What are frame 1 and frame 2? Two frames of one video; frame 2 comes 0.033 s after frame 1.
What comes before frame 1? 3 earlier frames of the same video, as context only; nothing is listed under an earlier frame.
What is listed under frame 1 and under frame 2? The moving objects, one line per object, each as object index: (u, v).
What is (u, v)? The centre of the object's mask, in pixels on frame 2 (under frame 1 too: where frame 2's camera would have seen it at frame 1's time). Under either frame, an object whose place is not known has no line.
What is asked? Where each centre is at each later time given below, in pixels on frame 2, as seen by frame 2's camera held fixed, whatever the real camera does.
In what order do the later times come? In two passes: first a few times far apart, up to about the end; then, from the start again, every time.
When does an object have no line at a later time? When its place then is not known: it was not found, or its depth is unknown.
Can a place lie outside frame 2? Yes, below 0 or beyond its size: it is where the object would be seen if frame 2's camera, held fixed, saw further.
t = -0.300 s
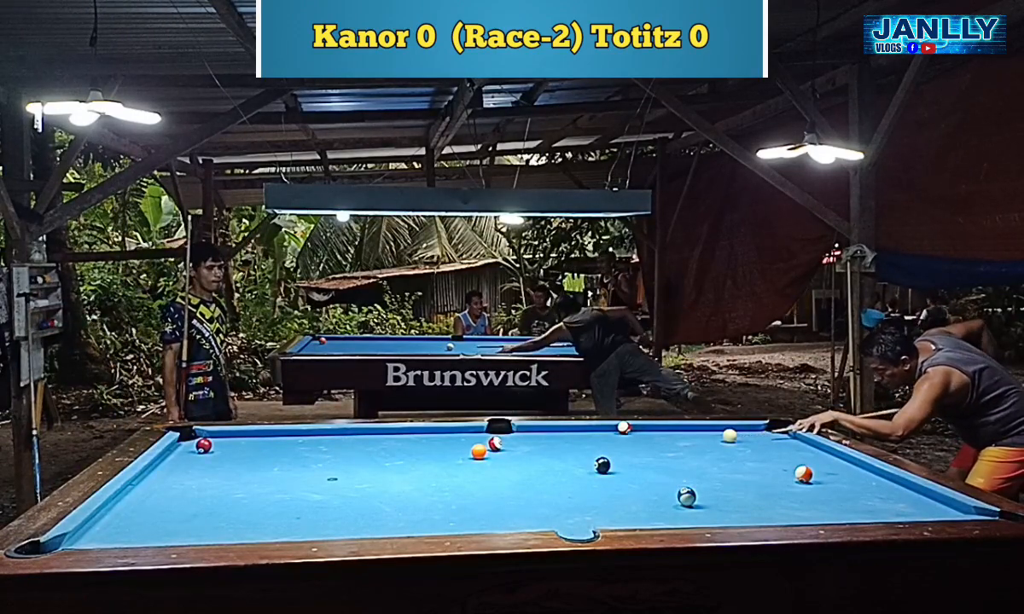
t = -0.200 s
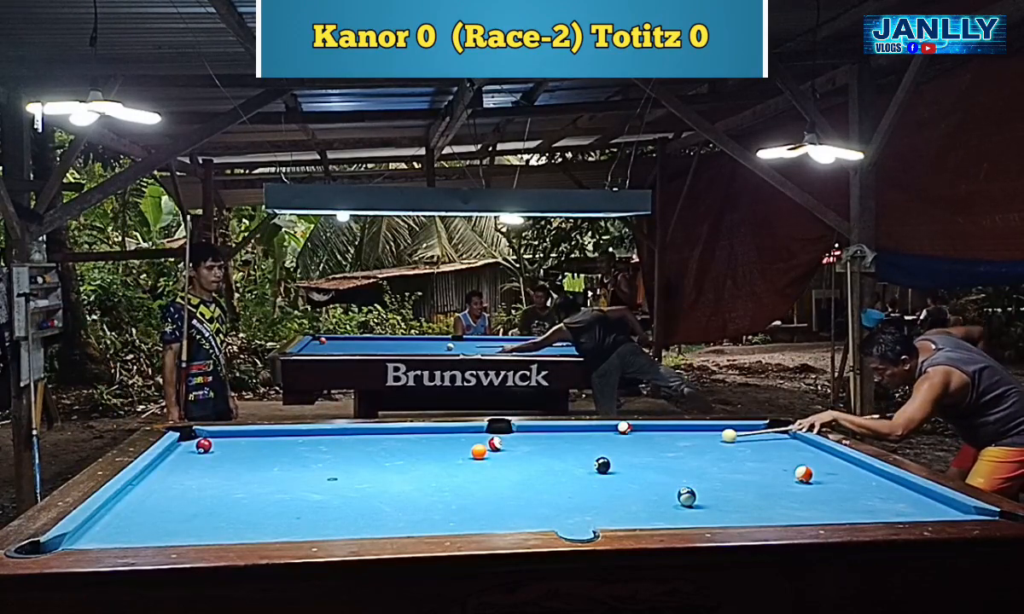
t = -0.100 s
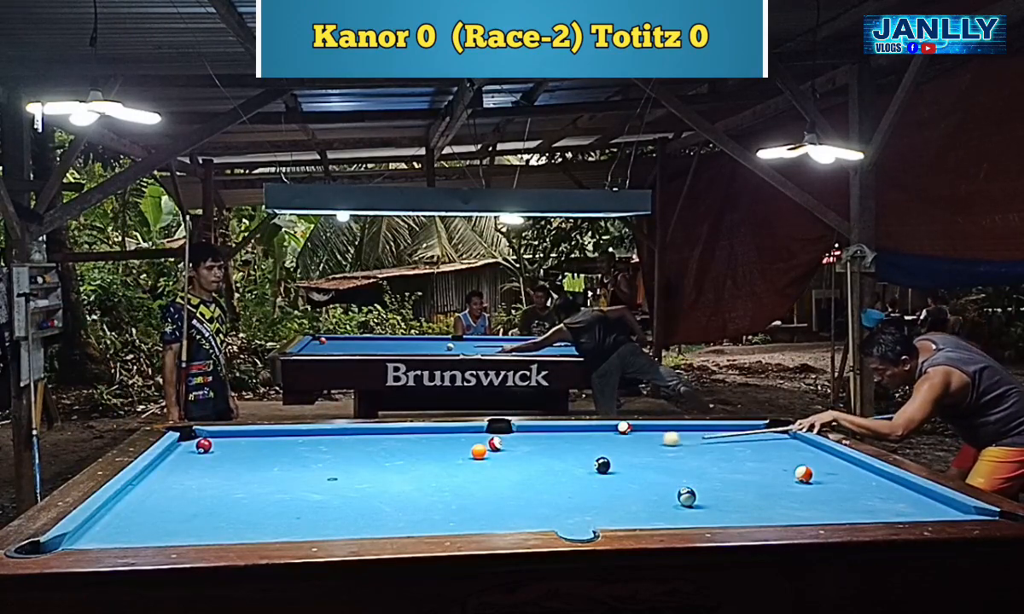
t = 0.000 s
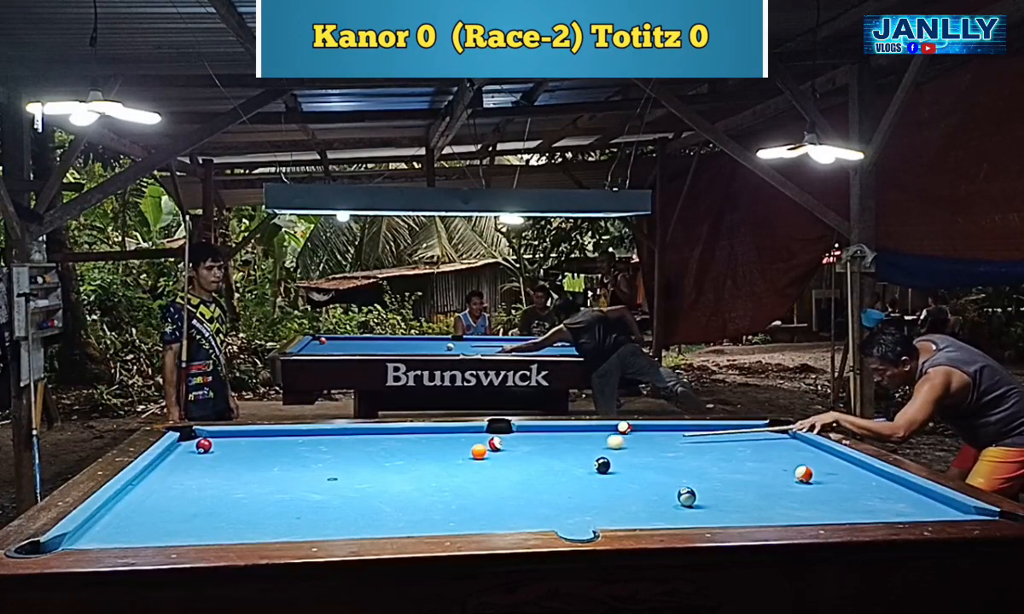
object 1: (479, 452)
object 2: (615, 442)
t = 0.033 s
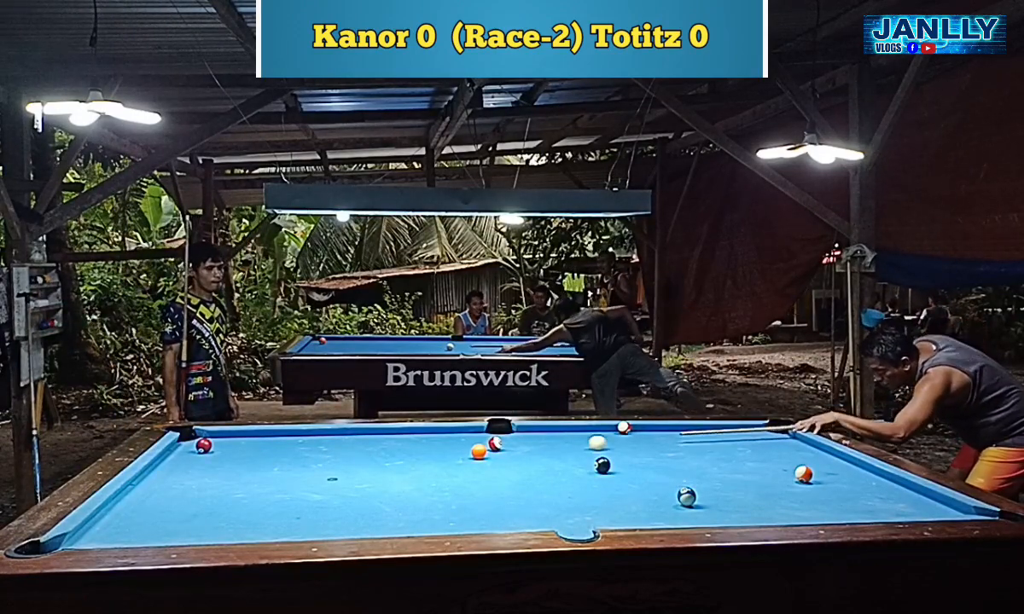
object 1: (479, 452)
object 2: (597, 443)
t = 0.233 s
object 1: (479, 452)
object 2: (496, 450)
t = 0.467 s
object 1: (389, 465)
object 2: (459, 445)
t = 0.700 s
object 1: (304, 477)
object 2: (416, 442)
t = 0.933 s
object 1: (208, 491)
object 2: (375, 440)
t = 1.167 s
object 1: (117, 506)
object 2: (336, 438)
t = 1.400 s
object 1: (159, 512)
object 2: (298, 436)
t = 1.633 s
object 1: (196, 517)
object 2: (263, 434)
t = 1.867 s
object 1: (232, 522)
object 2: (230, 433)
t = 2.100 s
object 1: (271, 527)
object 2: (201, 434)
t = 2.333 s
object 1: (308, 529)
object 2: (190, 437)
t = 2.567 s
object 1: (340, 528)
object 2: (199, 435)
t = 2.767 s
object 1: (364, 525)
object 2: (208, 436)
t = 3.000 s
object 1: (391, 523)
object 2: (216, 438)
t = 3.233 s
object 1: (415, 520)
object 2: (222, 439)
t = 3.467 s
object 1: (436, 517)
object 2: (227, 439)
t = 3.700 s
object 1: (455, 515)
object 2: (231, 440)
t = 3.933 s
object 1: (472, 513)
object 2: (234, 440)
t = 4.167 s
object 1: (487, 511)
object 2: (235, 439)
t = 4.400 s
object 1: (500, 510)
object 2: (235, 440)
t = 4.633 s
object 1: (510, 509)
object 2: (236, 440)
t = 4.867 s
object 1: (520, 508)
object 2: (235, 440)
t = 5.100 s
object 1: (527, 507)
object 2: (235, 440)
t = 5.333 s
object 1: (534, 506)
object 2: (235, 440)
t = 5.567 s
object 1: (538, 506)
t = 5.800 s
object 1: (541, 506)
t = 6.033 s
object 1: (542, 506)
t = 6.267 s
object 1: (543, 506)
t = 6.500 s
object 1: (543, 506)
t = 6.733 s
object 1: (543, 506)
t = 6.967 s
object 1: (543, 506)
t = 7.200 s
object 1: (543, 505)
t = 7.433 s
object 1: (543, 506)
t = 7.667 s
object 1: (543, 505)
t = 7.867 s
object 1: (543, 505)
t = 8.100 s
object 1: (543, 505)
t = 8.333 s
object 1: (543, 505)
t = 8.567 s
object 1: (543, 505)
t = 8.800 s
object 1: (543, 505)
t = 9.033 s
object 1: (543, 505)
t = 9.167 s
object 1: (543, 505)
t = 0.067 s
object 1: (479, 452)
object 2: (580, 444)
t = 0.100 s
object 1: (479, 452)
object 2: (563, 445)
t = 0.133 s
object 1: (479, 452)
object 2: (546, 446)
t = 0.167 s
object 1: (479, 452)
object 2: (529, 447)
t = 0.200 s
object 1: (479, 452)
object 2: (513, 448)
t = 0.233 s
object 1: (479, 452)
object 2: (496, 450)
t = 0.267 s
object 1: (468, 453)
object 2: (488, 449)
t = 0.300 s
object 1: (454, 455)
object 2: (485, 448)
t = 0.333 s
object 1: (440, 457)
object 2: (481, 447)
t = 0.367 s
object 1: (427, 459)
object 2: (477, 446)
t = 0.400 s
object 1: (414, 461)
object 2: (471, 446)
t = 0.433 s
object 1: (401, 463)
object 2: (465, 445)
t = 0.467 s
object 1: (389, 465)
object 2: (459, 445)
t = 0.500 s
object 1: (377, 466)
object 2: (453, 444)
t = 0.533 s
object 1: (366, 468)
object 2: (447, 444)
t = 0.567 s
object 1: (354, 470)
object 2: (440, 444)
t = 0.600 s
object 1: (342, 472)
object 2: (434, 443)
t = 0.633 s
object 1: (329, 473)
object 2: (428, 443)
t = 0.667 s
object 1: (317, 475)
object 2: (422, 443)
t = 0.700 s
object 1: (304, 477)
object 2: (416, 442)
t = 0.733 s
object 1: (291, 480)
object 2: (410, 442)
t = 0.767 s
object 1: (277, 482)
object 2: (404, 442)
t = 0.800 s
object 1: (264, 484)
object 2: (398, 441)
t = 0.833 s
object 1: (250, 486)
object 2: (393, 441)
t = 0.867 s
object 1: (237, 488)
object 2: (387, 441)
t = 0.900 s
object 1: (222, 490)
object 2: (381, 441)
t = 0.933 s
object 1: (208, 491)
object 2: (375, 440)
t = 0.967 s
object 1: (193, 494)
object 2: (370, 440)
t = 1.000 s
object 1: (178, 496)
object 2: (364, 440)
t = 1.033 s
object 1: (163, 498)
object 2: (358, 439)
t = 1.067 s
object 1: (147, 501)
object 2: (352, 439)
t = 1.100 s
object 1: (132, 502)
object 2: (346, 439)
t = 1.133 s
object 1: (116, 504)
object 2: (341, 438)
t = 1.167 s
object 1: (117, 506)
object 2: (336, 438)
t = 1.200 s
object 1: (125, 507)
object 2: (330, 438)
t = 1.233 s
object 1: (131, 508)
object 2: (325, 438)
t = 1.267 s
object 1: (137, 509)
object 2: (320, 437)
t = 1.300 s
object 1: (142, 509)
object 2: (314, 437)
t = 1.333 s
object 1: (148, 510)
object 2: (309, 437)
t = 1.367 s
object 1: (153, 511)
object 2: (304, 436)
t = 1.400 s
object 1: (159, 512)
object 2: (298, 436)
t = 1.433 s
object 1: (164, 513)
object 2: (293, 436)
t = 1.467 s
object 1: (169, 513)
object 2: (288, 435)
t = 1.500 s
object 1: (175, 514)
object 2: (283, 435)
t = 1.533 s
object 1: (180, 515)
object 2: (278, 435)
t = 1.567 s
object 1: (186, 516)
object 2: (273, 434)
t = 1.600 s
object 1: (191, 517)
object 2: (268, 434)
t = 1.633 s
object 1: (196, 517)
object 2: (263, 434)
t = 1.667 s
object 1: (202, 518)
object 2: (258, 434)
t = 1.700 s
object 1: (207, 519)
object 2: (253, 433)
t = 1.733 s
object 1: (212, 520)
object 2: (248, 433)
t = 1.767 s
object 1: (217, 521)
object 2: (243, 433)
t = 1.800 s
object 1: (222, 521)
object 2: (238, 433)
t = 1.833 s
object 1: (227, 522)
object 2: (234, 433)
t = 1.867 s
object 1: (232, 522)
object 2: (230, 433)
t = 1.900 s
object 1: (238, 523)
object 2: (226, 434)
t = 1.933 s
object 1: (244, 524)
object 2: (222, 434)
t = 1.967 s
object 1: (250, 525)
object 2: (218, 435)
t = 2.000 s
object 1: (255, 525)
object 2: (214, 434)
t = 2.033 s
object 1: (260, 525)
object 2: (210, 434)
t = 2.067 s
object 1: (265, 526)
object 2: (206, 434)
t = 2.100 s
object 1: (271, 527)
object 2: (201, 434)
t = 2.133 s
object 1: (276, 527)
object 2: (197, 435)
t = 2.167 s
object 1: (281, 527)
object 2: (193, 436)
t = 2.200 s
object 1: (287, 528)
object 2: (188, 436)
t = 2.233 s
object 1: (292, 528)
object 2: (186, 436)
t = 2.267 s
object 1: (297, 528)
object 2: (188, 436)
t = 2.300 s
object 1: (302, 528)
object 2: (189, 436)
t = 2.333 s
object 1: (308, 529)
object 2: (190, 437)
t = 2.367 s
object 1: (313, 529)
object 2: (192, 436)
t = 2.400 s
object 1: (318, 529)
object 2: (193, 436)
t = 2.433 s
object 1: (322, 528)
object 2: (194, 436)
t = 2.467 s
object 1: (327, 528)
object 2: (196, 436)
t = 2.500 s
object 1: (331, 528)
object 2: (197, 436)
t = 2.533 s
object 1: (336, 528)
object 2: (198, 435)
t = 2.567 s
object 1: (340, 528)
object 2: (199, 435)
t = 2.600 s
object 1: (344, 527)
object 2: (201, 435)
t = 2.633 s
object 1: (348, 526)
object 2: (202, 435)
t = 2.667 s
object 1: (353, 526)
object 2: (204, 435)
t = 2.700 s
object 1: (357, 526)
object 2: (205, 435)
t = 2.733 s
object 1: (360, 525)
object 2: (206, 436)
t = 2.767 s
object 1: (364, 525)
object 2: (208, 436)
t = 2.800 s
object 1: (369, 525)
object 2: (210, 437)
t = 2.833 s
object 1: (373, 525)
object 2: (211, 437)
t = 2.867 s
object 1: (377, 524)
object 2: (212, 437)
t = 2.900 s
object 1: (380, 524)
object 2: (213, 438)
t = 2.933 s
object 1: (384, 524)
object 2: (214, 438)
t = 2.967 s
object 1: (388, 523)
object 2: (215, 438)
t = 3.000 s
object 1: (391, 523)
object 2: (216, 438)
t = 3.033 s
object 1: (395, 522)
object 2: (217, 438)
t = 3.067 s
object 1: (398, 522)
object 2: (217, 438)
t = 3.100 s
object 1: (402, 522)
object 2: (218, 439)
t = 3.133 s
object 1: (405, 521)
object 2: (220, 439)
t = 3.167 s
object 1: (409, 521)
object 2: (220, 439)
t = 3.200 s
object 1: (412, 520)
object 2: (221, 439)
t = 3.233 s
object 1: (415, 520)
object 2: (222, 439)
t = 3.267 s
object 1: (418, 520)
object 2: (223, 439)
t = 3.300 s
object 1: (421, 519)
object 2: (223, 439)
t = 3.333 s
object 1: (424, 519)
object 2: (224, 439)
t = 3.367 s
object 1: (428, 518)
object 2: (225, 439)
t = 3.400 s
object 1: (430, 518)
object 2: (226, 439)
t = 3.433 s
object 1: (433, 518)
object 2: (226, 439)
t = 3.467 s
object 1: (436, 517)
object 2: (227, 439)
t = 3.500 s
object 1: (439, 517)
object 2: (228, 439)
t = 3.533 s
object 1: (442, 517)
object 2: (228, 439)
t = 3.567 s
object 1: (444, 517)
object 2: (229, 439)
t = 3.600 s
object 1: (447, 516)
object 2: (229, 439)
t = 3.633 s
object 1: (450, 516)
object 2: (230, 440)
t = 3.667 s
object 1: (452, 516)
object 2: (230, 439)
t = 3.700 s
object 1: (455, 515)
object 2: (231, 440)
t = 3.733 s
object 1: (458, 515)
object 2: (231, 439)
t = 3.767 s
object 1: (461, 515)
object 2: (232, 440)
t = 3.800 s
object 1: (463, 514)
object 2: (232, 440)
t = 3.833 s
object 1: (465, 514)
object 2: (233, 440)
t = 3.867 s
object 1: (468, 514)
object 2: (233, 440)
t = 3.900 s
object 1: (470, 513)
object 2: (233, 439)
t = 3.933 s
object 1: (472, 513)
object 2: (234, 440)
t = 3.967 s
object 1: (475, 513)
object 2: (234, 440)
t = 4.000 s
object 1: (476, 513)
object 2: (234, 439)
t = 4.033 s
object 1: (479, 512)
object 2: (235, 439)
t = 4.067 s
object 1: (481, 512)
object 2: (235, 440)
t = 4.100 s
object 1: (483, 512)
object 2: (235, 440)
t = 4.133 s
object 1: (485, 511)
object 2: (235, 439)
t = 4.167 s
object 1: (487, 511)
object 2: (235, 439)
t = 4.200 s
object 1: (489, 511)
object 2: (235, 440)
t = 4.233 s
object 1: (491, 511)
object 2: (236, 440)
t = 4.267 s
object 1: (493, 511)
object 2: (236, 440)
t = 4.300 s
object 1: (494, 510)
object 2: (235, 440)
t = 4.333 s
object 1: (496, 510)
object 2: (236, 440)
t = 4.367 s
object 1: (498, 510)
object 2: (236, 440)
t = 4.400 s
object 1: (500, 510)
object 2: (235, 440)
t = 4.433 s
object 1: (501, 510)
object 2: (236, 440)
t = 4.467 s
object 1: (503, 509)
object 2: (236, 440)
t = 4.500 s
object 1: (505, 509)
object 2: (236, 440)
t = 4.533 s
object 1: (506, 509)
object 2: (236, 440)
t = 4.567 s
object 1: (508, 509)
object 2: (236, 440)
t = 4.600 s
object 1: (509, 509)
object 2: (236, 440)
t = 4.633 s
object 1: (510, 509)
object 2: (236, 440)
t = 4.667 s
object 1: (512, 509)
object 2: (235, 440)
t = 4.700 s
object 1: (513, 508)
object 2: (236, 440)
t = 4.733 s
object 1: (515, 508)
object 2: (235, 439)
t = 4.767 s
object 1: (516, 508)
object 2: (236, 440)
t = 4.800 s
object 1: (517, 508)
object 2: (235, 439)
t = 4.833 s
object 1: (518, 508)
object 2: (236, 440)
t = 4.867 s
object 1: (520, 508)
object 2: (235, 440)
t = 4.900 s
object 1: (521, 507)
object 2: (236, 440)
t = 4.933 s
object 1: (522, 507)
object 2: (235, 440)
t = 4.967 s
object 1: (523, 507)
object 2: (235, 440)
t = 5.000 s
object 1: (524, 507)
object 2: (235, 440)
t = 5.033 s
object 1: (525, 507)
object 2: (235, 440)
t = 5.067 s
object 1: (526, 507)
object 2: (235, 439)
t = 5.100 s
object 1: (527, 507)
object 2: (235, 440)
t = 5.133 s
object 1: (528, 507)
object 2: (235, 440)
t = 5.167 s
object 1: (529, 507)
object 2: (235, 439)
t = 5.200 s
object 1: (530, 506)
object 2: (235, 440)
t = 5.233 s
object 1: (531, 506)
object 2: (235, 440)
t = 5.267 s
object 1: (532, 506)
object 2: (236, 440)
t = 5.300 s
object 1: (533, 506)
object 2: (236, 440)
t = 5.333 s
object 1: (534, 506)
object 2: (235, 440)
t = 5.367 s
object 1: (534, 506)
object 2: (235, 440)
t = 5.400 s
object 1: (535, 506)
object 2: (236, 440)
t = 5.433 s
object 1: (536, 506)
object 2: (236, 440)
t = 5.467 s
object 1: (536, 506)
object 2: (236, 440)
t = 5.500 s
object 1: (537, 506)
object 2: (236, 440)
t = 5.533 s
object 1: (538, 506)
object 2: (236, 440)
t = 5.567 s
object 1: (538, 506)
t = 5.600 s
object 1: (539, 506)
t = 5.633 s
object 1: (539, 506)
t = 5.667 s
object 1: (539, 506)
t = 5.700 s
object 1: (540, 506)
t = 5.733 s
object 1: (540, 506)
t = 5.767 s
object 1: (541, 506)
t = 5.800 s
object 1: (541, 506)
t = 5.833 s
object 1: (541, 506)
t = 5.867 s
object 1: (542, 506)
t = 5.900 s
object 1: (542, 506)
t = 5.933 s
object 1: (542, 506)
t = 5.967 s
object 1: (542, 506)
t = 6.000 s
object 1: (542, 506)
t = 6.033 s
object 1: (542, 506)
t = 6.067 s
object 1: (543, 506)
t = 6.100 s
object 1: (543, 506)
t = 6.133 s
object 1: (543, 506)
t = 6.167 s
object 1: (543, 506)
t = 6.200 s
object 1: (543, 506)
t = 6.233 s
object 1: (543, 506)
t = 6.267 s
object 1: (543, 506)
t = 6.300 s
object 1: (543, 506)
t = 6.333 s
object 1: (543, 506)
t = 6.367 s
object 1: (543, 506)
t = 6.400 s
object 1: (543, 506)
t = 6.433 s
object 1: (543, 506)
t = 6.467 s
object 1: (543, 506)
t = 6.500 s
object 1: (543, 506)
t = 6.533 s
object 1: (543, 506)
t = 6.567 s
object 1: (543, 506)
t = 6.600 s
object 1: (543, 506)
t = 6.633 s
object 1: (543, 506)
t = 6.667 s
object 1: (543, 506)
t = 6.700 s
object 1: (543, 506)
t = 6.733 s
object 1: (543, 506)
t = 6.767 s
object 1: (543, 506)
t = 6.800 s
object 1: (543, 506)
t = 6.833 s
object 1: (543, 506)
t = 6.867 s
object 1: (543, 506)
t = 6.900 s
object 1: (543, 506)
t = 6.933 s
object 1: (543, 506)
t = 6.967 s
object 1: (543, 506)
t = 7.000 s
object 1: (543, 506)
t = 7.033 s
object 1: (543, 506)
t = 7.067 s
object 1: (543, 506)
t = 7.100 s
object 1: (543, 506)
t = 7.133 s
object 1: (543, 506)
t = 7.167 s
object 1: (543, 505)
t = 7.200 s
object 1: (543, 505)
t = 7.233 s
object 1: (543, 506)
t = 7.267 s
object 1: (543, 506)
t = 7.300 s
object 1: (543, 506)
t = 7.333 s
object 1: (543, 506)
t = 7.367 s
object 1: (543, 506)
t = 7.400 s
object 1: (543, 506)
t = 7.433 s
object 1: (543, 506)
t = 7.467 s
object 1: (543, 506)
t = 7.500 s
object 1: (543, 505)
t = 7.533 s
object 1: (543, 505)
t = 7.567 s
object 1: (543, 505)
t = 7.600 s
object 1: (543, 505)
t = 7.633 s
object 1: (543, 506)
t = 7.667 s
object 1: (543, 505)
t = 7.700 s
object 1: (543, 505)
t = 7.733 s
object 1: (543, 505)
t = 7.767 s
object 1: (543, 505)
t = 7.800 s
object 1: (543, 505)
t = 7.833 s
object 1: (543, 505)
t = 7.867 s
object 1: (543, 505)
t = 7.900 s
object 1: (543, 505)
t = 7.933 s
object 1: (543, 505)
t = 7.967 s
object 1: (543, 505)
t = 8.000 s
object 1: (543, 505)
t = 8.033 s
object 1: (543, 505)
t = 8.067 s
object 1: (543, 505)
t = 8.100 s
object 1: (543, 505)
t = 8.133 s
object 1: (543, 505)
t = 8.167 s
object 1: (543, 505)
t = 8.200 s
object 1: (543, 505)
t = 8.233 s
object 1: (543, 505)
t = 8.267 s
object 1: (543, 505)
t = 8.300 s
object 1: (543, 505)
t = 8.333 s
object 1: (543, 505)
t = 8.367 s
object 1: (543, 505)
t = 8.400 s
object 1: (543, 505)
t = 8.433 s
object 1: (543, 505)
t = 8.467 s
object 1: (543, 505)
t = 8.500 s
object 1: (543, 505)
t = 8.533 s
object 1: (543, 505)
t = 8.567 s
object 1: (543, 505)
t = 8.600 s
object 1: (543, 505)
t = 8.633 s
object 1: (543, 505)
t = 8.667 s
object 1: (543, 505)
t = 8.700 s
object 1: (543, 505)
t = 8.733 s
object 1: (543, 505)
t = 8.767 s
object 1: (543, 505)
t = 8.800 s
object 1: (543, 505)
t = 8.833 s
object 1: (543, 505)
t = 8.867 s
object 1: (543, 505)
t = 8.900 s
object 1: (543, 505)
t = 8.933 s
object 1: (543, 505)
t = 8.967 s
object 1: (543, 505)
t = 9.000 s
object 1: (543, 505)
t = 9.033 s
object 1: (543, 505)
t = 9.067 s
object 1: (543, 505)
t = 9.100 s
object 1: (543, 505)
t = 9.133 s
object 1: (543, 505)
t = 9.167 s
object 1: (543, 505)
